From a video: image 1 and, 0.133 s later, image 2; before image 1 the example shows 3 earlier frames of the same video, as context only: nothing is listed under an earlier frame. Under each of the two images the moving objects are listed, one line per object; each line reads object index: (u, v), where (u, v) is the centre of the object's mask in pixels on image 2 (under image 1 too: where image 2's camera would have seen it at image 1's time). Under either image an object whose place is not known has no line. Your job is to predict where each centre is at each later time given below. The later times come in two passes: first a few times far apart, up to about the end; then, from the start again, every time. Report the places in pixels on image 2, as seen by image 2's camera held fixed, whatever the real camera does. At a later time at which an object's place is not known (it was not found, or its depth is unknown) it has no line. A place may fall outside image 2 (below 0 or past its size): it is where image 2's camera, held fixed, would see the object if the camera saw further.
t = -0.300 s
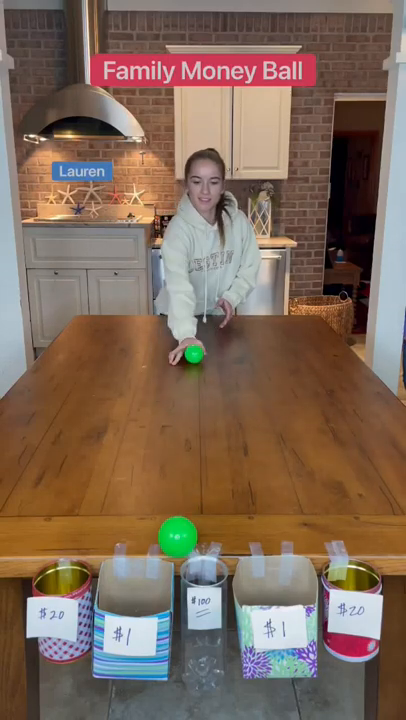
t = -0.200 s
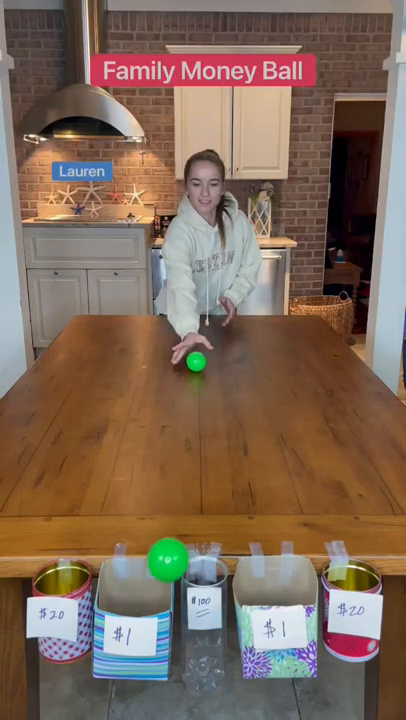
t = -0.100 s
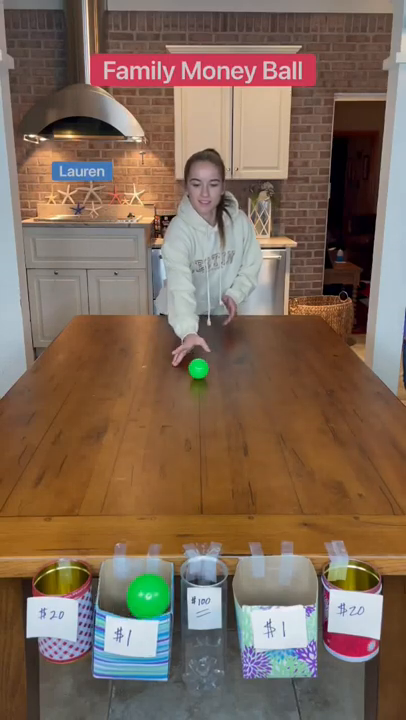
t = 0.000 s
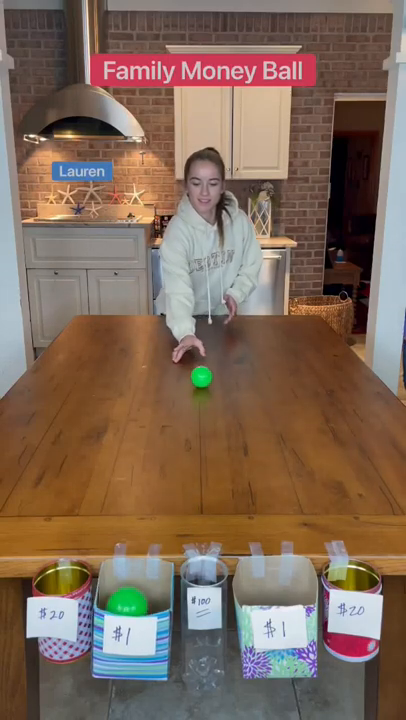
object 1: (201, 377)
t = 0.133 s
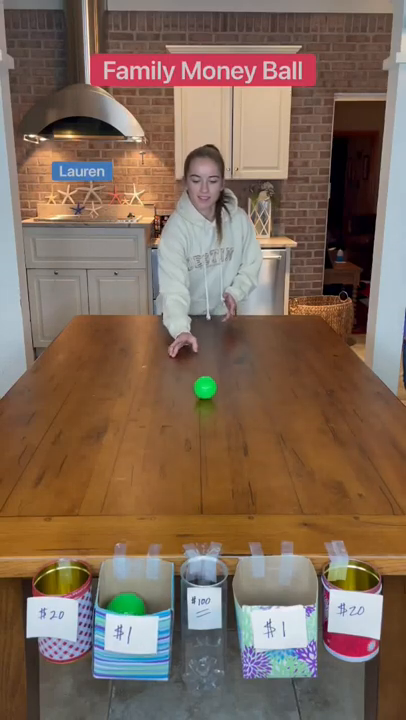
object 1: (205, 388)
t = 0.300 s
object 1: (211, 403)
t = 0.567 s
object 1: (221, 432)
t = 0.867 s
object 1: (232, 474)
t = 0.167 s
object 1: (206, 391)
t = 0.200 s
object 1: (207, 393)
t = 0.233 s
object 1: (208, 397)
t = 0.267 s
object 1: (209, 400)
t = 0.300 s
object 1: (211, 403)
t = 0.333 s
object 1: (212, 406)
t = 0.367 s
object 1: (213, 410)
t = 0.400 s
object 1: (214, 413)
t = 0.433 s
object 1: (215, 417)
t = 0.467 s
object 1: (217, 420)
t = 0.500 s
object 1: (218, 424)
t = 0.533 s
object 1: (219, 428)
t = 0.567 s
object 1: (221, 432)
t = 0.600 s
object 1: (222, 437)
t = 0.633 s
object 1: (223, 441)
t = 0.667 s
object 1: (224, 445)
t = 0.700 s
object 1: (225, 449)
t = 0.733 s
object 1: (227, 454)
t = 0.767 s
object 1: (228, 459)
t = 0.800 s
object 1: (229, 464)
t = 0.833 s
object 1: (231, 469)
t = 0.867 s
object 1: (232, 474)
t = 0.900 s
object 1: (233, 480)
